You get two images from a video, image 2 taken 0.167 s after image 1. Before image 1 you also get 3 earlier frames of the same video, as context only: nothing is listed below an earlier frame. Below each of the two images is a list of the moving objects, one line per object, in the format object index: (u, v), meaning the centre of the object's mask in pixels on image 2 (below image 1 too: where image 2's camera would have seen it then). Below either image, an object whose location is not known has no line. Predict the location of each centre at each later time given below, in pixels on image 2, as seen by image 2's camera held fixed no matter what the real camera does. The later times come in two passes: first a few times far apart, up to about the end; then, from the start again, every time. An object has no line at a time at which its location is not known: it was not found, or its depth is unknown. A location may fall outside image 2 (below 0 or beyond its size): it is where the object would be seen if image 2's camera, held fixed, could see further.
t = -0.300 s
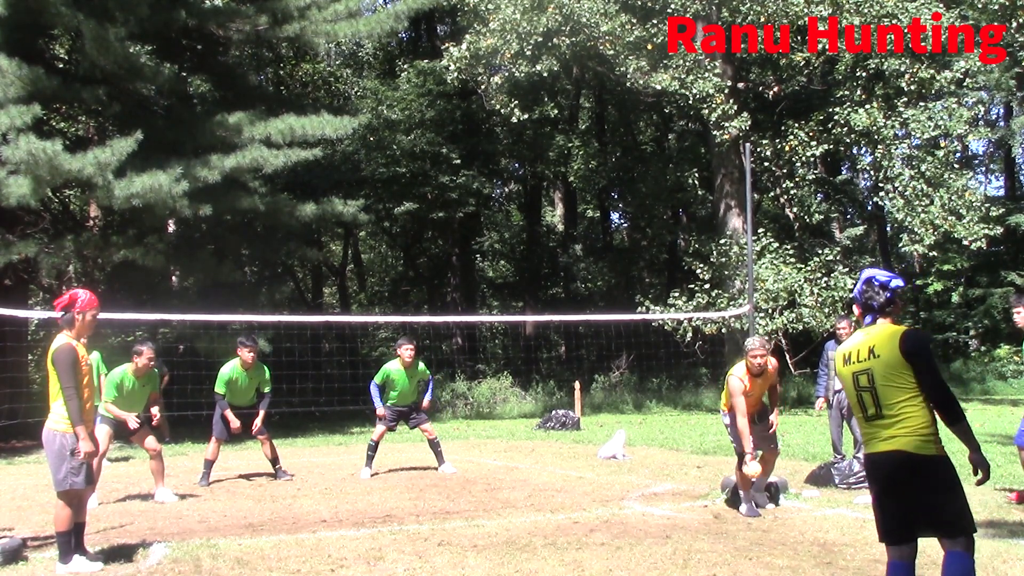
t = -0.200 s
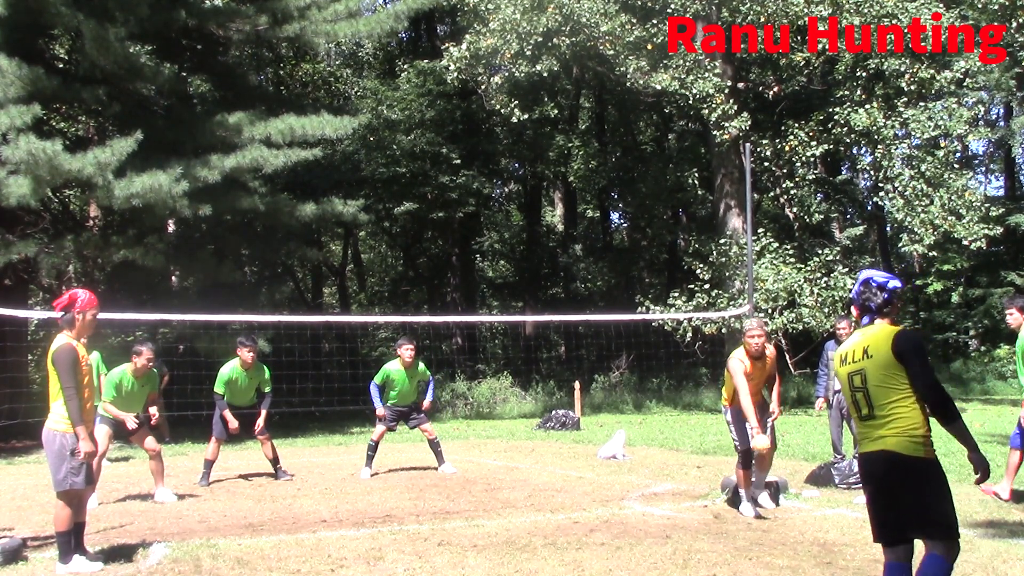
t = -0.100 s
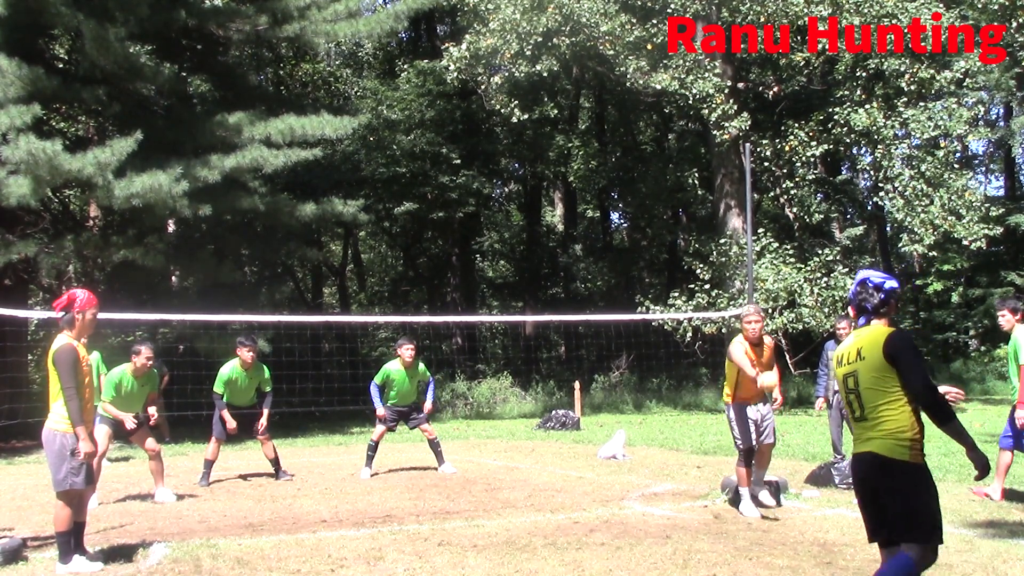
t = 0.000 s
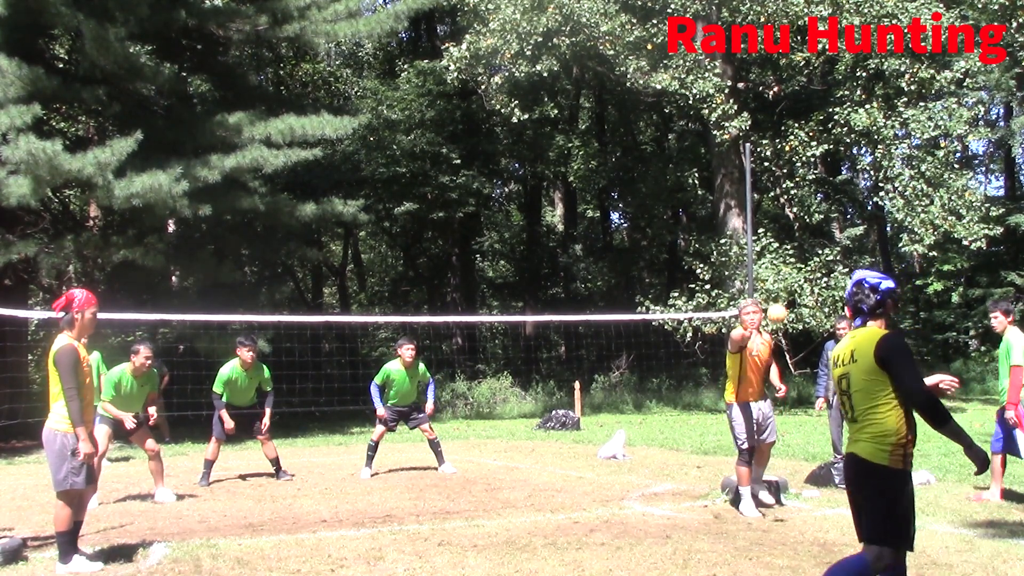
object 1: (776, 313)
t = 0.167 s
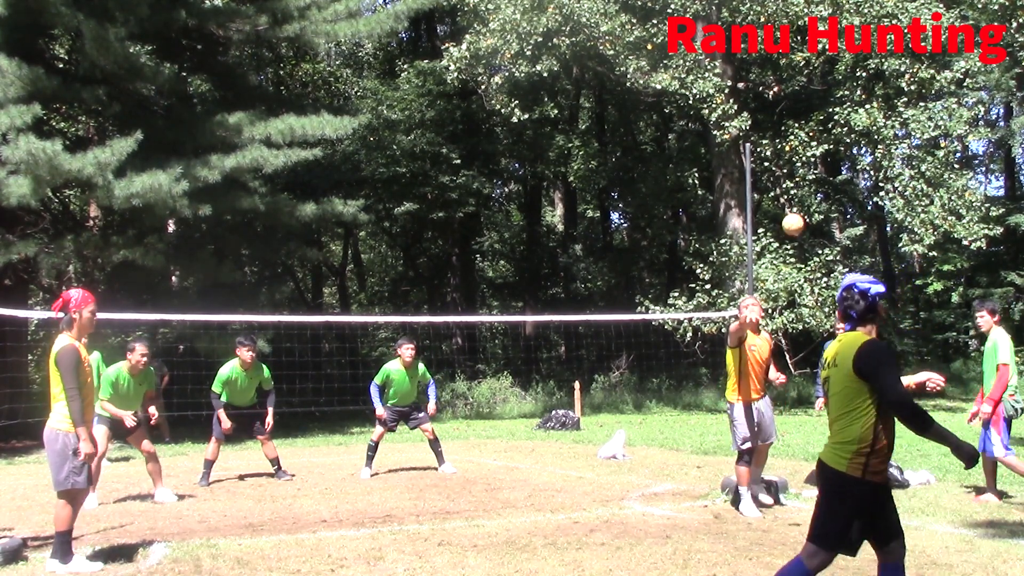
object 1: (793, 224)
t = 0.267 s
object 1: (805, 185)
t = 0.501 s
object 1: (839, 151)
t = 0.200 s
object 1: (797, 210)
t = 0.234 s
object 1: (800, 197)
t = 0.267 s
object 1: (805, 185)
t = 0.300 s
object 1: (809, 176)
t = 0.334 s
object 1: (814, 167)
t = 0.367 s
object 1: (818, 161)
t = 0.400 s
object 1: (823, 156)
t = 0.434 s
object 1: (828, 153)
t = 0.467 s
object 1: (833, 151)
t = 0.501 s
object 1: (839, 151)
